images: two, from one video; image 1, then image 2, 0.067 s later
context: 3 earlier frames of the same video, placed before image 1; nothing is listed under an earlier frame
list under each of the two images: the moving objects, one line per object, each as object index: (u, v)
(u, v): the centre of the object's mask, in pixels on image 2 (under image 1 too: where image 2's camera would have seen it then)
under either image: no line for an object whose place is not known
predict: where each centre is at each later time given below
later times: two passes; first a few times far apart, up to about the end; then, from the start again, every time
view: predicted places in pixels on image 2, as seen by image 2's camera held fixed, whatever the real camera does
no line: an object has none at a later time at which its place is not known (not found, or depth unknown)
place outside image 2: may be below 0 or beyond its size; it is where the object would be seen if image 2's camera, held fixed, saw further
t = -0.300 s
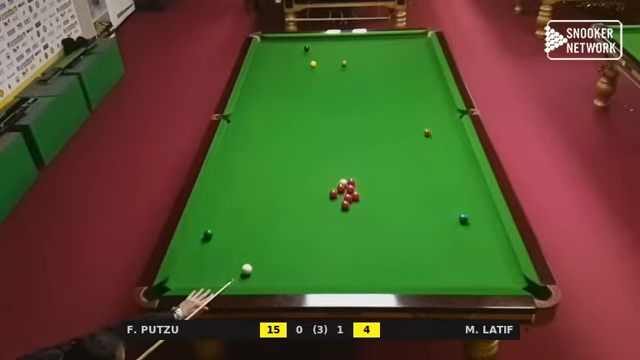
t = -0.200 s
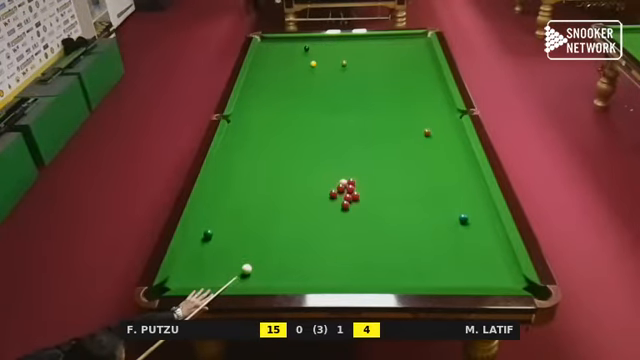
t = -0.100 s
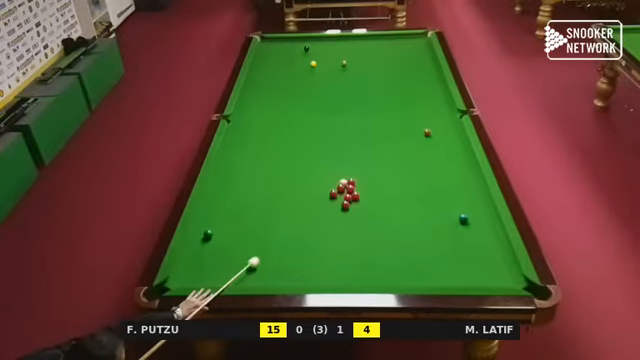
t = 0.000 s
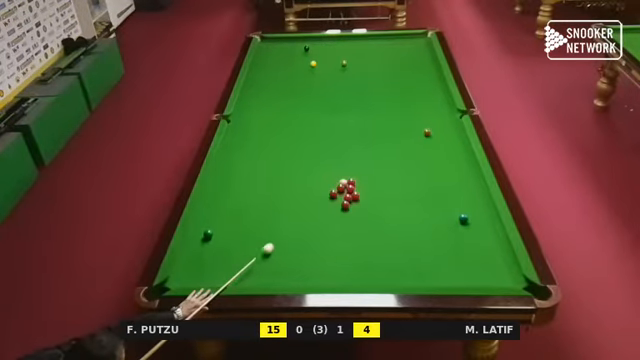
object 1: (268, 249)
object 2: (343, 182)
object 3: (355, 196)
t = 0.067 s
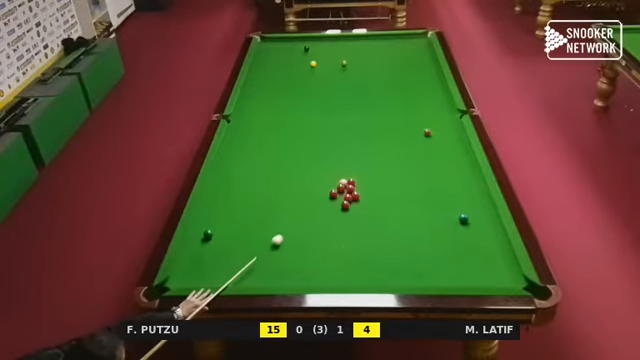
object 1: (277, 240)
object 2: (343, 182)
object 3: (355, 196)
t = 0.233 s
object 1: (298, 220)
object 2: (343, 182)
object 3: (355, 196)
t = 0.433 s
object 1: (320, 199)
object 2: (343, 182)
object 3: (355, 196)
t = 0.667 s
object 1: (325, 182)
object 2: (342, 179)
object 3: (355, 196)
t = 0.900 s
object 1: (325, 166)
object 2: (342, 176)
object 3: (358, 196)
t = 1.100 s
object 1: (326, 154)
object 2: (341, 172)
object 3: (361, 197)
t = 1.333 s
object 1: (327, 142)
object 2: (340, 169)
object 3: (363, 197)
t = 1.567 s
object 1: (327, 131)
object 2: (340, 167)
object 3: (364, 197)
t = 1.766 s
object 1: (328, 123)
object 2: (339, 164)
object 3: (364, 197)
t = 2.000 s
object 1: (329, 113)
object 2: (339, 162)
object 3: (364, 197)
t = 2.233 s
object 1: (329, 105)
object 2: (339, 160)
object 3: (364, 198)
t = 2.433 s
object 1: (330, 99)
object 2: (338, 160)
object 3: (364, 198)
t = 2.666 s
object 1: (330, 92)
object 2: (339, 159)
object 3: (364, 198)
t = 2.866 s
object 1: (330, 87)
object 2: (339, 159)
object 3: (364, 198)
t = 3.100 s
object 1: (331, 81)
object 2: (339, 159)
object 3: (364, 198)
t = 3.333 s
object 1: (331, 75)
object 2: (339, 159)
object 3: (364, 198)
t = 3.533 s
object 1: (331, 71)
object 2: (339, 159)
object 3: (364, 198)
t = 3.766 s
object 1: (332, 67)
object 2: (339, 159)
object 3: (364, 198)
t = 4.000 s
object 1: (332, 63)
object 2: (339, 159)
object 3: (364, 198)
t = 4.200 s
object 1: (332, 60)
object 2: (339, 159)
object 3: (364, 198)
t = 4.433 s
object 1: (333, 57)
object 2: (339, 159)
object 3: (364, 198)
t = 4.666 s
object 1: (333, 54)
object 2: (339, 159)
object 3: (364, 198)
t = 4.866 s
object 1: (333, 51)
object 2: (339, 159)
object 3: (364, 198)
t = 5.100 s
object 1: (333, 49)
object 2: (339, 159)
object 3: (364, 198)
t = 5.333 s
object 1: (333, 47)
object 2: (339, 159)
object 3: (364, 198)
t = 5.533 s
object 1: (333, 45)
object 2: (339, 159)
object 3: (364, 198)
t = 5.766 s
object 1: (334, 43)
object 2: (339, 159)
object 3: (364, 198)
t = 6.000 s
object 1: (334, 42)
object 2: (339, 159)
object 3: (364, 198)
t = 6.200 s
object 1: (334, 41)
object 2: (339, 159)
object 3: (364, 198)
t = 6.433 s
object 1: (334, 40)
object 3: (364, 198)
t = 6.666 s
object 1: (334, 39)
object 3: (364, 198)
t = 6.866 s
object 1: (334, 39)
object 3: (364, 198)
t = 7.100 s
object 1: (334, 38)
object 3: (364, 198)
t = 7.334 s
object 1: (334, 38)
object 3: (364, 198)
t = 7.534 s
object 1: (334, 38)
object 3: (364, 198)
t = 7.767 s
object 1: (334, 38)
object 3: (364, 198)
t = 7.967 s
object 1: (334, 38)
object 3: (364, 198)
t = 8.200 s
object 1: (334, 38)
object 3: (364, 198)
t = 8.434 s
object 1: (334, 38)
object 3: (364, 198)
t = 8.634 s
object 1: (334, 38)
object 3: (364, 198)
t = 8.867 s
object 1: (334, 38)
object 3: (364, 198)
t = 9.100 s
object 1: (334, 38)
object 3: (364, 198)
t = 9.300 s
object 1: (334, 38)
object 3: (364, 198)
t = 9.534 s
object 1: (334, 38)
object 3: (364, 198)
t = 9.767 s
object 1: (334, 38)
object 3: (364, 198)
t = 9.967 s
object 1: (334, 38)
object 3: (364, 198)
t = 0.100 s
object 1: (282, 236)
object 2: (343, 182)
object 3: (355, 196)
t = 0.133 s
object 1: (286, 232)
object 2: (343, 182)
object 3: (355, 196)
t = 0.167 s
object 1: (290, 228)
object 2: (343, 182)
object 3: (355, 196)
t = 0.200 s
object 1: (293, 224)
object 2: (343, 182)
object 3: (355, 196)
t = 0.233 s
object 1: (298, 220)
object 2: (343, 182)
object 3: (355, 196)
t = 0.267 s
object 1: (302, 216)
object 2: (343, 182)
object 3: (355, 196)
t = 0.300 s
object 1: (305, 213)
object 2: (343, 182)
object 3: (355, 196)
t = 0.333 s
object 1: (309, 210)
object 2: (343, 182)
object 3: (355, 196)
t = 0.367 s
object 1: (313, 206)
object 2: (343, 182)
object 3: (355, 196)
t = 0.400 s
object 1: (316, 202)
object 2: (343, 182)
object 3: (355, 196)
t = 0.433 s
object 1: (320, 199)
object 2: (343, 182)
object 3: (355, 196)
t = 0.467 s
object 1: (324, 196)
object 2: (343, 182)
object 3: (355, 196)
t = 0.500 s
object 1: (324, 193)
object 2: (343, 182)
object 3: (355, 196)
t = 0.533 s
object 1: (324, 191)
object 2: (343, 182)
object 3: (355, 196)
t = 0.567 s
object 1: (324, 188)
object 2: (343, 181)
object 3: (355, 196)
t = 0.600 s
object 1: (324, 186)
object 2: (344, 181)
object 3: (355, 196)
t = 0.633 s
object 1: (324, 184)
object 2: (343, 180)
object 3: (355, 196)
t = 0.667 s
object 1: (325, 182)
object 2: (342, 179)
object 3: (355, 196)
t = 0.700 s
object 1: (325, 179)
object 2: (342, 179)
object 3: (356, 196)
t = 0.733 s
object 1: (325, 177)
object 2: (342, 179)
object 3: (356, 196)
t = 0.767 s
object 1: (325, 175)
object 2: (342, 178)
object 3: (356, 196)
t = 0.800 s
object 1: (325, 173)
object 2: (342, 178)
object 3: (357, 196)
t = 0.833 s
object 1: (325, 170)
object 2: (342, 177)
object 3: (357, 196)
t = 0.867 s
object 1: (325, 168)
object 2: (342, 177)
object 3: (358, 196)
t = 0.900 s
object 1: (325, 166)
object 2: (342, 176)
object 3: (358, 196)
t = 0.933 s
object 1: (325, 164)
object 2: (342, 175)
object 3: (359, 196)
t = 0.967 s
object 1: (325, 162)
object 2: (342, 175)
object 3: (359, 197)
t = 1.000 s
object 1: (326, 160)
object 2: (341, 174)
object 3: (359, 197)
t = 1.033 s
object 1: (326, 158)
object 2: (341, 174)
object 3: (359, 197)
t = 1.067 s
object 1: (326, 156)
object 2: (341, 173)
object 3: (360, 197)
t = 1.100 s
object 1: (326, 154)
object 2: (341, 172)
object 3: (361, 197)
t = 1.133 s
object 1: (326, 153)
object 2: (341, 172)
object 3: (361, 197)
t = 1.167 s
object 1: (326, 151)
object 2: (341, 172)
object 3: (361, 197)
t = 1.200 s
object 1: (326, 149)
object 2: (341, 171)
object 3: (362, 197)
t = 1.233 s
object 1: (326, 147)
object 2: (341, 170)
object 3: (362, 197)
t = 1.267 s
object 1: (327, 146)
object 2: (341, 170)
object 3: (362, 197)
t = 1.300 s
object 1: (327, 144)
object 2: (340, 170)
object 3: (362, 197)
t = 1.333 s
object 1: (327, 142)
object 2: (340, 169)
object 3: (363, 197)
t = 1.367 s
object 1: (327, 141)
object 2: (340, 169)
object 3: (363, 197)
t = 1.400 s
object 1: (327, 139)
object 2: (340, 168)
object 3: (363, 198)
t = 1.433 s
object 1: (327, 137)
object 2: (340, 168)
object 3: (363, 198)
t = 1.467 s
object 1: (327, 136)
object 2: (340, 168)
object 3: (364, 198)
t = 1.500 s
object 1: (327, 134)
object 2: (340, 167)
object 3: (364, 197)
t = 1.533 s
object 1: (327, 133)
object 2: (340, 167)
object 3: (364, 197)
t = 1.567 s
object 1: (327, 131)
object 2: (340, 167)
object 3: (364, 197)
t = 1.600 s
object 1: (328, 130)
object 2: (340, 166)
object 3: (364, 198)
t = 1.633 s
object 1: (328, 128)
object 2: (339, 165)
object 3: (364, 197)
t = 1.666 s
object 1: (328, 127)
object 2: (339, 166)
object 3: (364, 198)
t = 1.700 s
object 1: (328, 125)
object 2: (339, 165)
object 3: (364, 198)
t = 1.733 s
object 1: (328, 124)
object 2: (339, 165)
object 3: (364, 198)
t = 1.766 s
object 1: (328, 123)
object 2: (339, 164)
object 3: (364, 197)
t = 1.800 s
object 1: (328, 121)
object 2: (339, 164)
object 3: (364, 197)
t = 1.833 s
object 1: (328, 120)
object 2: (339, 164)
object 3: (364, 197)
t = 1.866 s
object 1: (328, 119)
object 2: (339, 163)
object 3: (364, 197)
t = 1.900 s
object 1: (328, 117)
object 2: (339, 163)
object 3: (364, 197)
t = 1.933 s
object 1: (328, 116)
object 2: (339, 163)
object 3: (364, 197)
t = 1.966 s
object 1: (328, 115)
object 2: (339, 162)
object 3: (364, 197)
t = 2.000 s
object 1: (329, 113)
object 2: (339, 162)
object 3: (364, 197)
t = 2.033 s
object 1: (329, 112)
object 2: (339, 162)
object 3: (364, 197)
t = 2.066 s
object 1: (329, 111)
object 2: (339, 162)
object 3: (364, 197)
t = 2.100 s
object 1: (329, 110)
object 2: (339, 161)
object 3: (364, 198)
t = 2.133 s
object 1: (329, 109)
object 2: (339, 161)
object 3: (364, 197)
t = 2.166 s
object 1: (329, 107)
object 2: (339, 161)
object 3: (364, 198)
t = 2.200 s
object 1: (329, 106)
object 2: (339, 161)
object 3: (364, 198)
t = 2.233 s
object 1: (329, 105)
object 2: (339, 160)
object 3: (364, 198)
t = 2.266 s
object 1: (329, 104)
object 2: (339, 160)
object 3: (364, 198)
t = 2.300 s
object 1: (329, 103)
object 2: (339, 160)
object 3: (364, 198)
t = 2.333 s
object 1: (329, 102)
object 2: (339, 160)
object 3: (364, 198)
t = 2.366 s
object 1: (330, 101)
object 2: (339, 160)
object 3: (364, 198)
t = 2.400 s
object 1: (330, 100)
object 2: (338, 160)
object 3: (364, 198)
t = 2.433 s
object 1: (330, 99)
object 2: (338, 160)
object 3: (364, 198)
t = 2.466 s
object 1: (330, 98)
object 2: (339, 159)
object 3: (364, 198)
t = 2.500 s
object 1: (330, 97)
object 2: (339, 159)
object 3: (364, 198)
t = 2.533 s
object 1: (330, 96)
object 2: (339, 159)
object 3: (364, 198)
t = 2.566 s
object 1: (330, 95)
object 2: (339, 159)
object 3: (364, 198)
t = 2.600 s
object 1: (330, 94)
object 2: (339, 159)
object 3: (364, 198)
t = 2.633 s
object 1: (330, 93)
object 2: (339, 159)
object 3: (364, 198)
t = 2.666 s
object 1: (330, 92)
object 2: (339, 159)
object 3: (364, 198)
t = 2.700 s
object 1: (330, 91)
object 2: (339, 159)
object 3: (364, 198)
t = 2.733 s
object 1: (330, 90)
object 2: (339, 159)
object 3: (364, 198)
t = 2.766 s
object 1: (330, 89)
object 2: (339, 159)
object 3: (364, 198)
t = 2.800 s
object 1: (330, 88)
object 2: (339, 159)
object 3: (364, 198)
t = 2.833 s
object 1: (331, 87)
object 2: (339, 159)
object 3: (364, 198)
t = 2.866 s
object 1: (330, 87)
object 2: (339, 159)
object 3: (364, 198)
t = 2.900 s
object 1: (331, 86)
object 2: (339, 159)
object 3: (364, 198)
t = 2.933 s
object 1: (330, 85)
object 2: (339, 159)
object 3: (364, 198)
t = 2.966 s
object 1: (330, 84)
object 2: (339, 159)
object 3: (364, 198)
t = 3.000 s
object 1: (331, 83)
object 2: (339, 159)
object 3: (364, 198)
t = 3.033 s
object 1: (331, 82)
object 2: (339, 159)
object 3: (364, 198)
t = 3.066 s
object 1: (331, 82)
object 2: (339, 159)
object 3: (364, 198)
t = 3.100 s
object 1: (331, 81)
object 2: (339, 159)
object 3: (364, 198)
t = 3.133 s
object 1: (331, 80)
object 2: (339, 159)
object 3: (364, 198)
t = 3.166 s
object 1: (331, 79)
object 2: (339, 159)
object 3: (364, 198)
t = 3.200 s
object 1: (331, 79)
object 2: (339, 159)
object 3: (364, 198)
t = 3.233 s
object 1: (331, 78)
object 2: (339, 159)
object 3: (364, 198)
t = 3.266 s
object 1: (331, 77)
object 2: (339, 159)
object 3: (364, 198)
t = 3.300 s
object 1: (331, 76)
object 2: (339, 159)
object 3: (364, 198)
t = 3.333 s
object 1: (331, 75)
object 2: (339, 159)
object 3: (364, 198)
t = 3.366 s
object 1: (331, 75)
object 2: (339, 159)
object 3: (364, 198)
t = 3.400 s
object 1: (331, 74)
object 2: (339, 159)
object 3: (364, 198)
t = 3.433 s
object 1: (331, 73)
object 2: (339, 159)
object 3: (364, 198)
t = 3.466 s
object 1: (331, 73)
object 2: (339, 159)
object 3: (364, 198)
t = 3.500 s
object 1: (331, 72)
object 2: (339, 159)
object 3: (364, 198)
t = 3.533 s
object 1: (331, 71)
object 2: (339, 159)
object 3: (364, 198)
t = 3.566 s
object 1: (331, 71)
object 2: (339, 159)
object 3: (364, 198)
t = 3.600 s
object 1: (331, 70)
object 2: (339, 159)
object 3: (364, 198)
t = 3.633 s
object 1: (331, 69)
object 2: (339, 159)
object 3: (364, 198)
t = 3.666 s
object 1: (331, 69)
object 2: (339, 159)
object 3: (364, 198)
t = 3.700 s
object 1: (332, 68)
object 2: (339, 159)
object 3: (364, 198)
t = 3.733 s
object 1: (331, 68)
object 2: (339, 159)
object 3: (364, 198)
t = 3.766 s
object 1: (332, 67)
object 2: (339, 159)
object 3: (364, 198)
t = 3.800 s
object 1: (332, 66)
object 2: (339, 159)
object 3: (364, 198)
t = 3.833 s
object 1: (332, 66)
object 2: (339, 159)
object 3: (364, 198)
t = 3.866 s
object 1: (332, 65)
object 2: (339, 159)
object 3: (364, 198)
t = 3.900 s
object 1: (332, 65)
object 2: (339, 159)
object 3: (364, 198)
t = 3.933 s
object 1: (332, 64)
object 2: (339, 159)
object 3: (364, 198)
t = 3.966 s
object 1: (332, 63)
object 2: (339, 159)
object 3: (364, 198)
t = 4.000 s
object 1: (332, 63)
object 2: (339, 159)
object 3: (364, 198)
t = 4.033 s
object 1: (332, 62)
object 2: (339, 159)
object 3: (364, 198)
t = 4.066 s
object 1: (332, 62)
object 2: (339, 159)
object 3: (364, 198)
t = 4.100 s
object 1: (332, 61)
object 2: (339, 159)
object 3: (364, 198)
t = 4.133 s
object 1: (332, 61)
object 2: (339, 159)
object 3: (364, 198)
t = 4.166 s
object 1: (332, 61)
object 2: (339, 159)
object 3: (364, 198)
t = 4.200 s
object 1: (332, 60)
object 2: (339, 159)
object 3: (364, 198)
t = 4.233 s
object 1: (332, 60)
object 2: (339, 159)
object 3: (364, 198)
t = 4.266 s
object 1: (332, 59)
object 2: (339, 159)
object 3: (364, 198)
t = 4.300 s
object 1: (332, 58)
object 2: (339, 159)
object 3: (364, 198)
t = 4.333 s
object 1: (332, 58)
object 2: (339, 159)
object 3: (364, 198)
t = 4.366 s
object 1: (332, 58)
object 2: (339, 159)
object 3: (364, 198)
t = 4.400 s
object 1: (332, 57)
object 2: (339, 159)
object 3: (364, 198)
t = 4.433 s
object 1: (333, 57)
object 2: (339, 159)
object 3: (364, 198)
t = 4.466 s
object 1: (333, 56)
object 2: (339, 159)
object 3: (364, 198)
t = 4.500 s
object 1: (333, 56)
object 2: (339, 159)
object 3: (364, 198)
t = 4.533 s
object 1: (333, 55)
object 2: (339, 159)
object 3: (364, 198)
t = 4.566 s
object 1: (333, 55)
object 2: (339, 159)
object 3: (364, 198)
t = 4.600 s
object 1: (333, 55)
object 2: (339, 159)
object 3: (364, 198)
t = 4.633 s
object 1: (333, 54)
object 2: (339, 159)
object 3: (364, 198)
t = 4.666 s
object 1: (333, 54)
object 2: (339, 159)
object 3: (364, 198)
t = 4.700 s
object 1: (333, 54)
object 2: (339, 159)
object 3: (364, 198)
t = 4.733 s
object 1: (333, 52)
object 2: (339, 159)
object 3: (364, 198)
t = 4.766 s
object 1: (333, 52)
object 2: (339, 159)
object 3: (364, 198)
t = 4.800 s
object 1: (333, 52)
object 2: (339, 159)
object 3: (364, 198)
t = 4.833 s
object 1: (333, 52)
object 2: (339, 159)
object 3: (364, 198)
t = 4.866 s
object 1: (333, 51)
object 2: (339, 159)
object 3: (364, 198)
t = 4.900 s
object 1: (333, 51)
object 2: (339, 159)
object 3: (364, 198)
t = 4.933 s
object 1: (333, 51)
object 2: (339, 159)
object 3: (364, 198)
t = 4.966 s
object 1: (333, 51)
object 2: (339, 159)
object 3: (364, 198)
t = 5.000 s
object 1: (333, 50)
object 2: (339, 159)
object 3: (364, 198)
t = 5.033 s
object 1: (333, 50)
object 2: (339, 159)
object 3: (364, 198)
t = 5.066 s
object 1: (333, 49)
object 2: (339, 159)
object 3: (364, 198)
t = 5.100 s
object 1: (333, 49)
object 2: (339, 159)
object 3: (364, 198)
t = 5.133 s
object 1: (333, 48)
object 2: (339, 159)
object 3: (364, 198)
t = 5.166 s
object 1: (333, 48)
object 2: (339, 159)
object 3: (364, 198)
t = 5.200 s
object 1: (333, 48)
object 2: (339, 159)
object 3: (364, 198)
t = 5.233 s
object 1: (333, 48)
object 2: (339, 159)
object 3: (364, 198)
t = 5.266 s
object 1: (333, 47)
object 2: (339, 159)
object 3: (364, 198)
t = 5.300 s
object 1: (333, 47)
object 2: (339, 159)
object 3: (364, 198)
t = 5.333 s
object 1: (333, 47)
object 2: (339, 159)
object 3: (364, 198)
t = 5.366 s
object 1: (333, 46)
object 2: (339, 159)
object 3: (364, 198)
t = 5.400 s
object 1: (333, 46)
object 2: (339, 159)
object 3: (364, 198)
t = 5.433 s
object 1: (333, 47)
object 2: (339, 159)
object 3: (364, 198)
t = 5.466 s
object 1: (334, 46)
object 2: (339, 159)
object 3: (364, 198)
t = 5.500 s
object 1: (334, 46)
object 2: (339, 159)
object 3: (364, 198)
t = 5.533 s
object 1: (333, 45)
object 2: (339, 159)
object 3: (364, 198)
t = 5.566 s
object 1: (334, 45)
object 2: (339, 159)
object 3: (364, 198)
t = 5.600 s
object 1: (334, 44)
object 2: (339, 159)
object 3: (364, 198)
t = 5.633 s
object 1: (334, 45)
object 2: (339, 159)
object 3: (364, 198)
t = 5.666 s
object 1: (334, 44)
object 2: (339, 159)
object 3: (364, 198)
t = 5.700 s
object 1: (334, 44)
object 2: (339, 159)
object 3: (364, 198)
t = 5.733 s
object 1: (334, 44)
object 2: (339, 159)
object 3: (364, 198)
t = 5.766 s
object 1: (334, 43)
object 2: (339, 159)
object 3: (364, 198)
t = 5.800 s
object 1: (334, 43)
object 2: (339, 159)
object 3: (364, 198)
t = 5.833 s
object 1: (334, 43)
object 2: (339, 159)
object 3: (364, 198)
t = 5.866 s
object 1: (334, 43)
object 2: (339, 159)
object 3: (364, 198)
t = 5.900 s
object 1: (334, 43)
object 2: (339, 159)
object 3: (364, 198)
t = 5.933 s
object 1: (334, 43)
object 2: (339, 159)
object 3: (364, 198)
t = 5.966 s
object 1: (334, 43)
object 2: (339, 159)
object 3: (364, 198)
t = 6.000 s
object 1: (334, 42)
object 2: (339, 159)
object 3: (364, 198)
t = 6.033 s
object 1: (334, 42)
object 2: (339, 159)
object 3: (364, 198)
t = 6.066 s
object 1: (334, 42)
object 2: (339, 159)
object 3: (364, 198)
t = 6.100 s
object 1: (334, 42)
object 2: (339, 159)
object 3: (364, 198)
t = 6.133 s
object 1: (334, 42)
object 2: (339, 159)
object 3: (364, 198)
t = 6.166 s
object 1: (334, 41)
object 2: (339, 159)
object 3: (364, 198)
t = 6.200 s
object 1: (334, 41)
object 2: (339, 159)
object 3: (364, 198)
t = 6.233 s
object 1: (334, 41)
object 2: (339, 159)
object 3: (364, 198)
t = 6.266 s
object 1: (334, 41)
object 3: (364, 198)
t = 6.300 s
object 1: (334, 41)
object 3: (364, 198)
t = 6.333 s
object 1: (334, 41)
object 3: (364, 198)
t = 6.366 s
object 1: (334, 41)
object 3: (364, 198)
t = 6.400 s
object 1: (334, 41)
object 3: (364, 198)
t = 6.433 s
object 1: (334, 40)
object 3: (364, 198)
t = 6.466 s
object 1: (334, 40)
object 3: (364, 198)
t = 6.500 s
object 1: (334, 40)
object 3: (364, 198)
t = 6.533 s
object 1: (334, 40)
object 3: (364, 198)
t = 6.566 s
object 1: (334, 39)
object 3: (364, 198)
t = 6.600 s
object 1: (334, 39)
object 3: (364, 198)
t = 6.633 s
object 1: (334, 39)
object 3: (364, 198)
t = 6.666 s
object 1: (334, 39)
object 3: (364, 198)
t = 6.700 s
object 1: (334, 39)
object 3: (364, 198)
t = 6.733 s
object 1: (334, 39)
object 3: (364, 198)
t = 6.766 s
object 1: (334, 39)
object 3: (364, 198)
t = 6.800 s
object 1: (334, 39)
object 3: (364, 198)
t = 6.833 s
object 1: (334, 39)
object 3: (364, 198)
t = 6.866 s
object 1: (334, 39)
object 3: (364, 198)
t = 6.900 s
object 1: (334, 39)
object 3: (364, 198)
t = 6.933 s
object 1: (334, 39)
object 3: (364, 198)
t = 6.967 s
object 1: (334, 39)
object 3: (364, 198)
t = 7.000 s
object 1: (334, 39)
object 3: (364, 198)
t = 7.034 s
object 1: (334, 39)
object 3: (364, 198)
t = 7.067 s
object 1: (334, 38)
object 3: (364, 198)
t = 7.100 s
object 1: (334, 38)
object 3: (364, 198)
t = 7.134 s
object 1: (334, 38)
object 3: (364, 198)
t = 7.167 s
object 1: (334, 39)
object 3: (364, 198)
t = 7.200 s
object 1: (334, 39)
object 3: (364, 198)
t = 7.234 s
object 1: (334, 39)
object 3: (364, 198)
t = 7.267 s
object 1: (334, 38)
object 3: (364, 198)
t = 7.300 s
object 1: (334, 38)
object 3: (364, 198)
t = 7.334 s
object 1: (334, 38)
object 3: (364, 198)
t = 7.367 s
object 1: (334, 39)
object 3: (364, 198)
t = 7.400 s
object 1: (334, 38)
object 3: (364, 198)
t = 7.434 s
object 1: (334, 38)
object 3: (364, 198)
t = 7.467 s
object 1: (334, 38)
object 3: (364, 198)
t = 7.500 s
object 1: (334, 38)
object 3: (364, 198)
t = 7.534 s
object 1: (334, 38)
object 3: (364, 198)
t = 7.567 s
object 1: (334, 38)
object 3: (364, 198)
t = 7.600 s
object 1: (334, 38)
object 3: (364, 198)
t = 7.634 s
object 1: (334, 38)
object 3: (364, 198)
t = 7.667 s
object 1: (334, 38)
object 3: (364, 198)
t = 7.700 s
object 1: (334, 38)
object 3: (364, 198)
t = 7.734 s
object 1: (334, 38)
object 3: (364, 198)
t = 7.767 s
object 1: (334, 38)
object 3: (364, 198)
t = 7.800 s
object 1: (334, 38)
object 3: (364, 198)
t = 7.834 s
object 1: (334, 38)
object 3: (364, 198)
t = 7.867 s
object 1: (334, 38)
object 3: (364, 198)
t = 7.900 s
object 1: (334, 38)
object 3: (364, 198)
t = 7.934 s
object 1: (334, 38)
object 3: (364, 198)
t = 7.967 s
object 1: (334, 38)
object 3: (364, 198)
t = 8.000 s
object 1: (334, 38)
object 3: (364, 198)
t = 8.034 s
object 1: (334, 38)
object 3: (364, 198)
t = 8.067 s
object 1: (334, 38)
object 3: (364, 198)
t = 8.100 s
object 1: (334, 38)
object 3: (364, 198)
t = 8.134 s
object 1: (334, 38)
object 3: (364, 198)
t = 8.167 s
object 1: (334, 38)
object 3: (364, 198)
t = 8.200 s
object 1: (334, 38)
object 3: (364, 198)
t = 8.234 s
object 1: (334, 38)
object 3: (364, 198)
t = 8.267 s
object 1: (334, 38)
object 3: (364, 198)
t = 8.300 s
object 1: (334, 38)
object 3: (364, 198)
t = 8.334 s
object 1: (334, 38)
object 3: (364, 198)
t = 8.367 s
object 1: (334, 38)
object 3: (364, 198)
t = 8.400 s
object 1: (334, 38)
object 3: (364, 198)
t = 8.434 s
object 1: (334, 38)
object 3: (364, 198)
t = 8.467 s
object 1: (334, 38)
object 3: (364, 197)
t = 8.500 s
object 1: (334, 38)
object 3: (364, 197)
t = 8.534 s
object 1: (334, 38)
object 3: (364, 198)
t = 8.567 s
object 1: (334, 38)
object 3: (364, 198)
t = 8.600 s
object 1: (334, 38)
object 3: (364, 198)
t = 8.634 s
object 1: (334, 38)
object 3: (364, 198)
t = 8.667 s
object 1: (334, 38)
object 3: (364, 198)
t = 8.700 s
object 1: (334, 38)
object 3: (364, 198)
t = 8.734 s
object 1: (334, 38)
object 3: (364, 198)
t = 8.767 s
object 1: (334, 38)
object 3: (364, 198)
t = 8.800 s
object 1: (334, 38)
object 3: (364, 198)
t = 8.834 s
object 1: (334, 38)
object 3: (364, 198)
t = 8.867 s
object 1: (334, 38)
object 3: (364, 198)
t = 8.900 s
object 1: (334, 38)
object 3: (364, 198)
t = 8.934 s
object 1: (334, 38)
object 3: (364, 198)
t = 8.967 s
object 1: (334, 38)
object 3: (364, 198)
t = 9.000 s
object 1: (334, 38)
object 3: (364, 198)
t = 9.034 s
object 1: (334, 38)
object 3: (364, 198)
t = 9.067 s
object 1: (334, 38)
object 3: (364, 198)
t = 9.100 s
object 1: (334, 38)
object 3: (364, 198)
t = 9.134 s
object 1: (334, 38)
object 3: (364, 198)
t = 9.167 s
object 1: (334, 38)
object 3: (364, 198)
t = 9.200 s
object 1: (334, 38)
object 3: (364, 198)
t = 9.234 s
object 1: (334, 38)
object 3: (364, 198)
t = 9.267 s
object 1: (334, 38)
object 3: (364, 198)
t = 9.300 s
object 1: (334, 38)
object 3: (364, 198)
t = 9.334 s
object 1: (334, 38)
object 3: (364, 198)
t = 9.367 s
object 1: (334, 38)
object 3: (364, 198)
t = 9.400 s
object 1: (334, 38)
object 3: (364, 198)
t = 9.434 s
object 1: (334, 38)
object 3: (364, 198)
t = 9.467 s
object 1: (334, 38)
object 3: (364, 198)
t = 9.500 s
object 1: (334, 38)
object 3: (364, 198)
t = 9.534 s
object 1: (334, 38)
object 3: (364, 198)
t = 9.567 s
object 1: (334, 38)
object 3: (364, 198)
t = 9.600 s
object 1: (334, 38)
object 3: (364, 198)
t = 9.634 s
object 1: (334, 38)
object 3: (364, 198)
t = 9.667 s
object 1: (334, 38)
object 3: (364, 198)
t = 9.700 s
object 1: (334, 38)
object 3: (364, 198)
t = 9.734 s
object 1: (334, 38)
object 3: (364, 198)
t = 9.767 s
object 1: (334, 38)
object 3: (364, 198)
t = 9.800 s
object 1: (334, 38)
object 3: (364, 198)
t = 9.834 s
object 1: (334, 38)
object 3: (364, 198)
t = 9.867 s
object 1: (334, 38)
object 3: (364, 198)
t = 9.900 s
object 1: (334, 38)
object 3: (364, 198)
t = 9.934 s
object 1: (334, 38)
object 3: (364, 198)
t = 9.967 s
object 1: (334, 38)
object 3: (364, 198)
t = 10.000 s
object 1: (334, 38)
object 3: (364, 198)
